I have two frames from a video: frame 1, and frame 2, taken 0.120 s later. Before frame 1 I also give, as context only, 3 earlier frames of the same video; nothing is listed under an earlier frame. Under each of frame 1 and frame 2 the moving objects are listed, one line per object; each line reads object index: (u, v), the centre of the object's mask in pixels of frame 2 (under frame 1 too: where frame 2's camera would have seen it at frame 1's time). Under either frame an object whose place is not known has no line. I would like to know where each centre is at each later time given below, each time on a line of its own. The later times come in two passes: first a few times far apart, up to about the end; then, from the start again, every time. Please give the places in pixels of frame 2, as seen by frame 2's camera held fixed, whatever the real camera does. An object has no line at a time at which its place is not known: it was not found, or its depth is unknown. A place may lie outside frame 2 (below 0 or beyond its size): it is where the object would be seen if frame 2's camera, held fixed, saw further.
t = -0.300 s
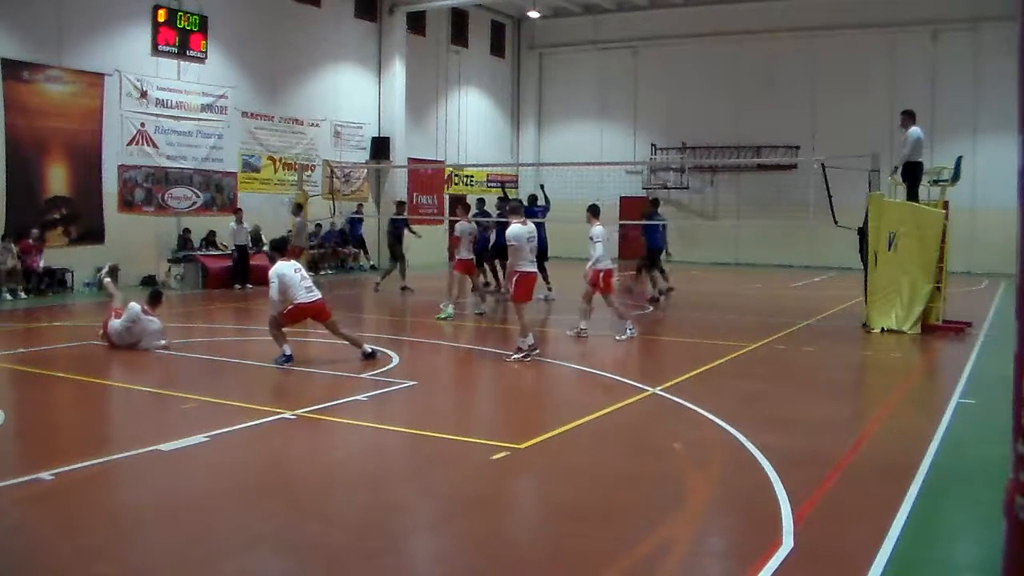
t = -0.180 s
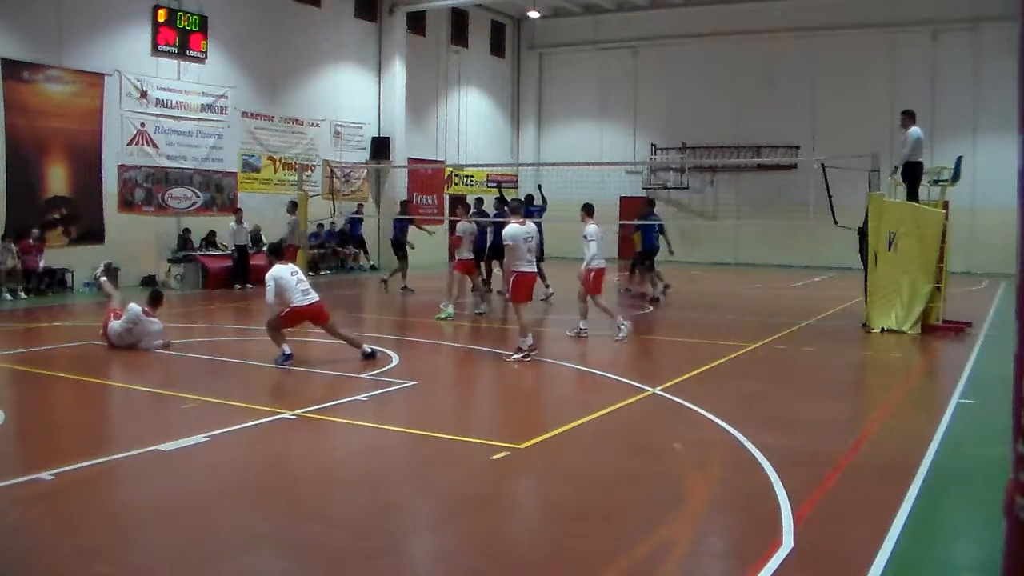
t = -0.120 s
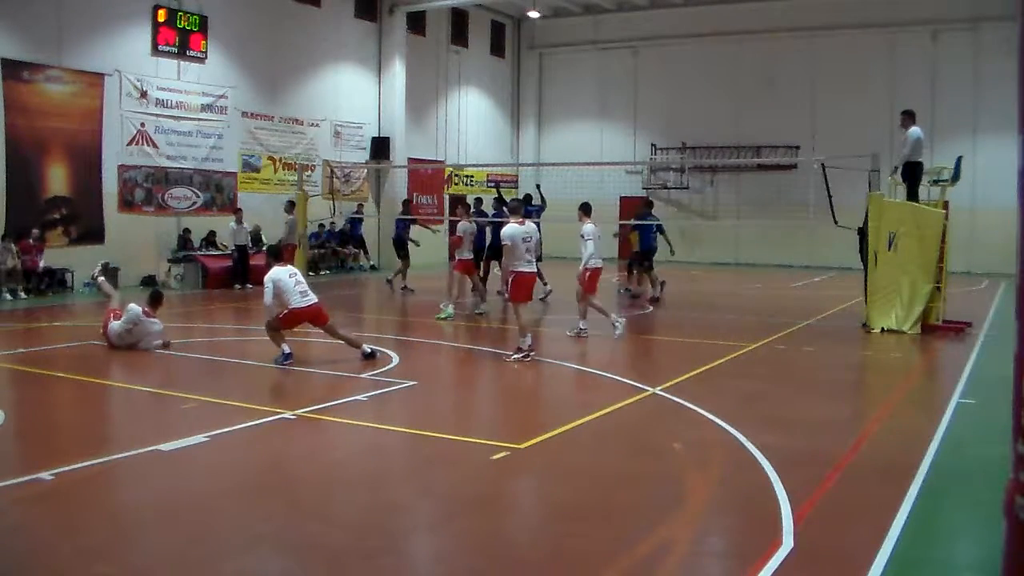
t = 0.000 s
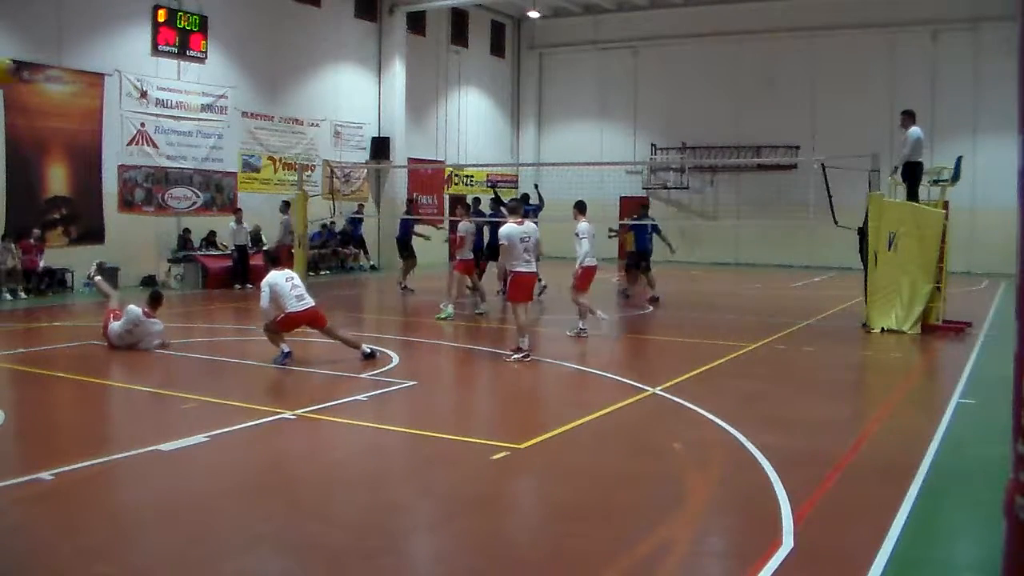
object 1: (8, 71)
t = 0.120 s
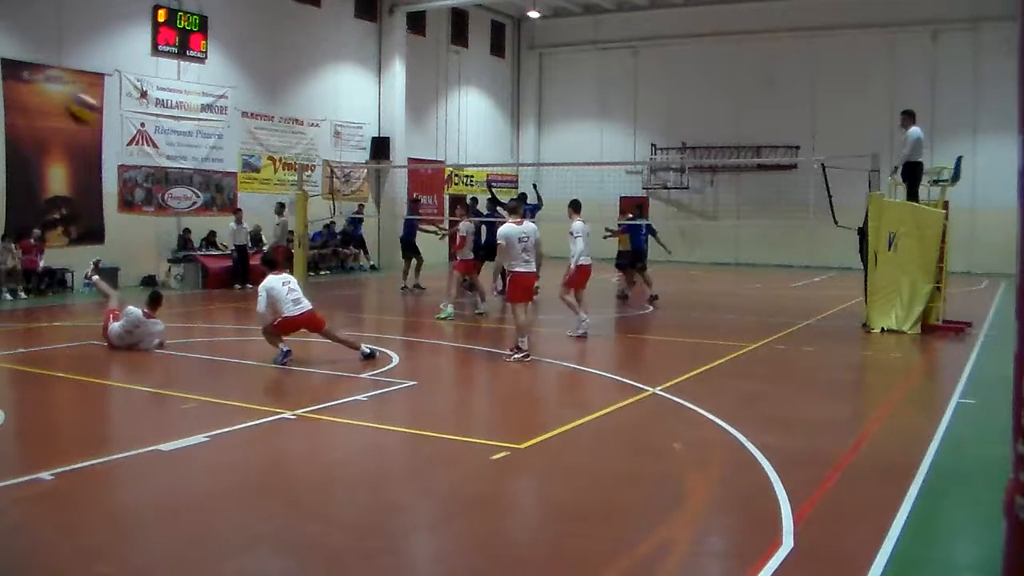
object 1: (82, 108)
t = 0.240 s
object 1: (155, 153)
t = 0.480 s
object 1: (286, 247)
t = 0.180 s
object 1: (119, 131)
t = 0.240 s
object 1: (155, 153)
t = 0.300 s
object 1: (192, 177)
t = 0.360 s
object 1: (229, 197)
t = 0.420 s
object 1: (258, 225)
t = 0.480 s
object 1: (286, 247)
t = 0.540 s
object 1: (315, 272)
